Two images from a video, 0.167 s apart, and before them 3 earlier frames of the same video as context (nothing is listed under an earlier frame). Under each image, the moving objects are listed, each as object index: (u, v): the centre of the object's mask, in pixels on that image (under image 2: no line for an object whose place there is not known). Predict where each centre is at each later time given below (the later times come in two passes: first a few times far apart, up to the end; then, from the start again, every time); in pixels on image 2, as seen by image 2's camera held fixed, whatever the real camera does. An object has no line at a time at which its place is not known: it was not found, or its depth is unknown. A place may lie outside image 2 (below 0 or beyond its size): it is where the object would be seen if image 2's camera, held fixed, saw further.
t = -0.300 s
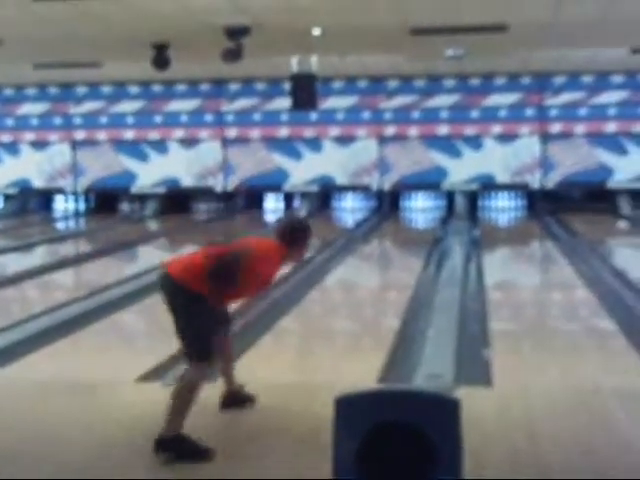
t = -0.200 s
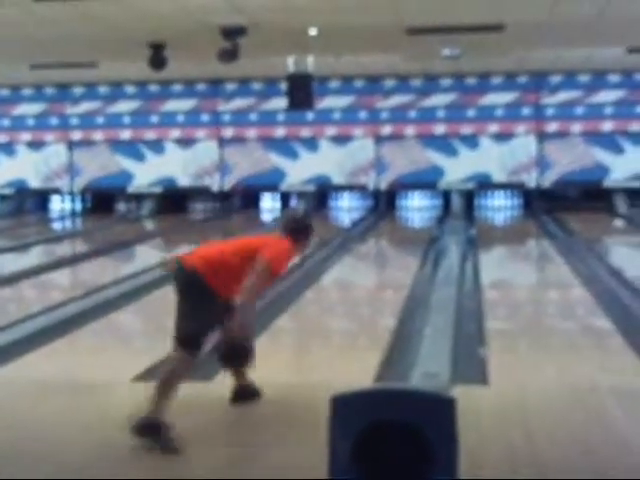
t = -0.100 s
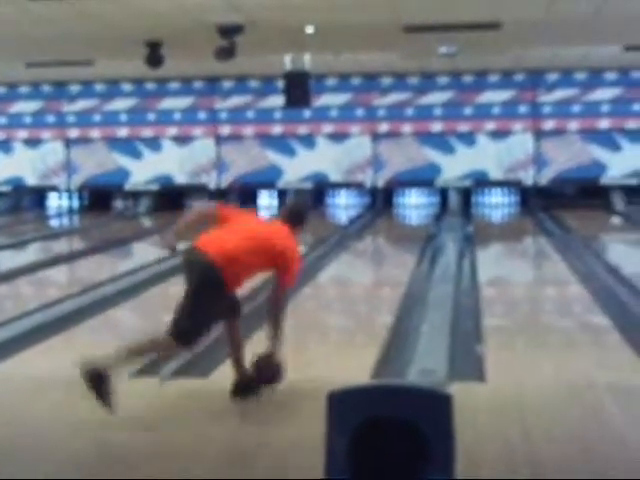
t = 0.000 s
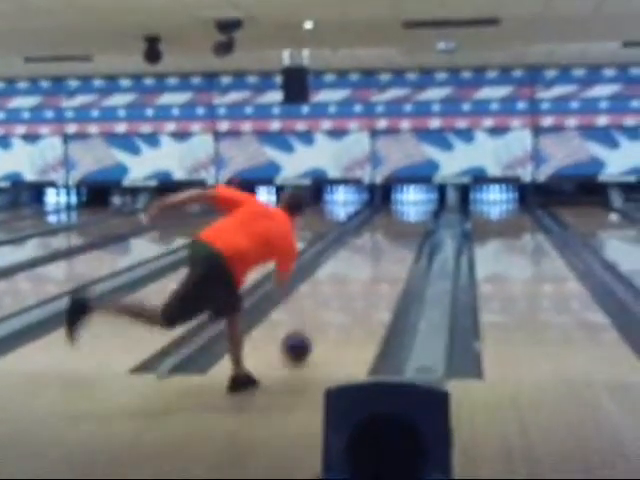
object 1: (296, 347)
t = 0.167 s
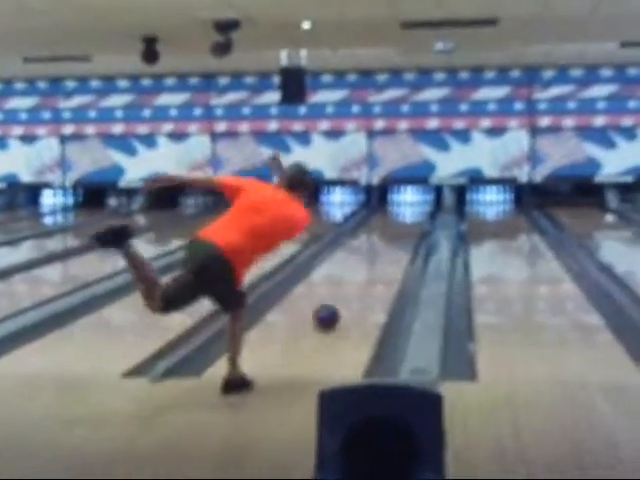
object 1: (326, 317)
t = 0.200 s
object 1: (332, 311)
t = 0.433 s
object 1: (364, 279)
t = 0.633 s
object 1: (381, 260)
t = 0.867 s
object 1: (398, 243)
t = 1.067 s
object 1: (406, 233)
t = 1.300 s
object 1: (414, 223)
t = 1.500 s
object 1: (417, 215)
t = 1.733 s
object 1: (418, 211)
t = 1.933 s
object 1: (418, 208)
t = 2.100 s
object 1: (416, 205)
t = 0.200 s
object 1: (332, 311)
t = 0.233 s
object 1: (338, 306)
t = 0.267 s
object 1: (343, 301)
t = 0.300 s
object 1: (347, 296)
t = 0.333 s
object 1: (351, 291)
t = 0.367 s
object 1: (356, 287)
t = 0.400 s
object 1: (360, 283)
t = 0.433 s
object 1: (364, 279)
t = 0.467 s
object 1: (368, 275)
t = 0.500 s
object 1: (370, 272)
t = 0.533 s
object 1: (373, 268)
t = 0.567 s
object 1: (376, 265)
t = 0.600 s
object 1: (379, 263)
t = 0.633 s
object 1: (381, 260)
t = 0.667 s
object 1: (384, 257)
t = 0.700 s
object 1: (387, 254)
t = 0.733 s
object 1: (390, 251)
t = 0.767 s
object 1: (392, 250)
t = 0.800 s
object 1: (393, 248)
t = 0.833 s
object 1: (395, 244)
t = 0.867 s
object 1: (398, 243)
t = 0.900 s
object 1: (400, 242)
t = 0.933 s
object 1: (401, 241)
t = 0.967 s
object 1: (402, 238)
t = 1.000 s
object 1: (403, 235)
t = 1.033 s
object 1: (405, 234)
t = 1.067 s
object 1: (406, 233)
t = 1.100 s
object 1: (407, 234)
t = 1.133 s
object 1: (409, 232)
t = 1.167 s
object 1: (410, 230)
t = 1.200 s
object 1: (410, 228)
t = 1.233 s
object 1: (412, 226)
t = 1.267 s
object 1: (413, 223)
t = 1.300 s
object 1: (414, 223)
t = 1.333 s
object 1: (415, 221)
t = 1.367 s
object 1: (415, 220)
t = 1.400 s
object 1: (416, 220)
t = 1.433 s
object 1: (417, 218)
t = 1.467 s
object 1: (417, 217)
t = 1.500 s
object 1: (417, 215)
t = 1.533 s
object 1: (418, 214)
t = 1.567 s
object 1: (418, 214)
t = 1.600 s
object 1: (418, 213)
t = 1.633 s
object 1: (418, 213)
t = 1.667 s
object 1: (418, 212)
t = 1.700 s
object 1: (418, 211)
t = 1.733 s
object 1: (418, 211)
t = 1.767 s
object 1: (417, 210)
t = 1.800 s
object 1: (418, 210)
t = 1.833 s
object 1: (418, 210)
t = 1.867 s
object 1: (418, 209)
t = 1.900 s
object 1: (417, 208)
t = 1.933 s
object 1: (418, 208)
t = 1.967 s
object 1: (417, 208)
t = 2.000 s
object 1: (416, 206)
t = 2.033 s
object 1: (416, 206)
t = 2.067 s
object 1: (416, 205)
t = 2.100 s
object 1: (416, 205)
